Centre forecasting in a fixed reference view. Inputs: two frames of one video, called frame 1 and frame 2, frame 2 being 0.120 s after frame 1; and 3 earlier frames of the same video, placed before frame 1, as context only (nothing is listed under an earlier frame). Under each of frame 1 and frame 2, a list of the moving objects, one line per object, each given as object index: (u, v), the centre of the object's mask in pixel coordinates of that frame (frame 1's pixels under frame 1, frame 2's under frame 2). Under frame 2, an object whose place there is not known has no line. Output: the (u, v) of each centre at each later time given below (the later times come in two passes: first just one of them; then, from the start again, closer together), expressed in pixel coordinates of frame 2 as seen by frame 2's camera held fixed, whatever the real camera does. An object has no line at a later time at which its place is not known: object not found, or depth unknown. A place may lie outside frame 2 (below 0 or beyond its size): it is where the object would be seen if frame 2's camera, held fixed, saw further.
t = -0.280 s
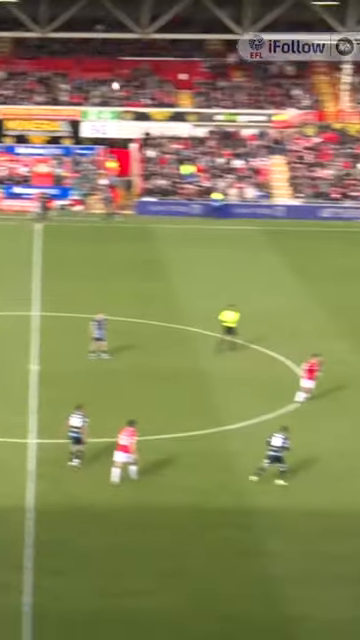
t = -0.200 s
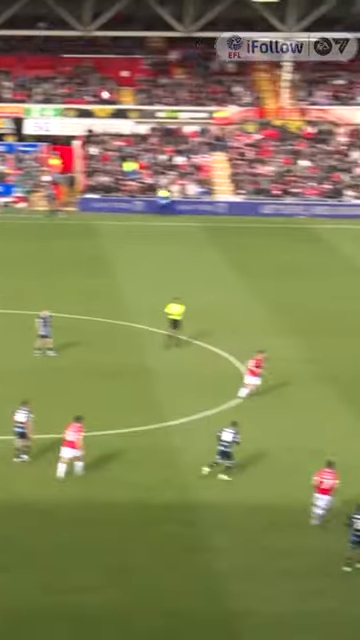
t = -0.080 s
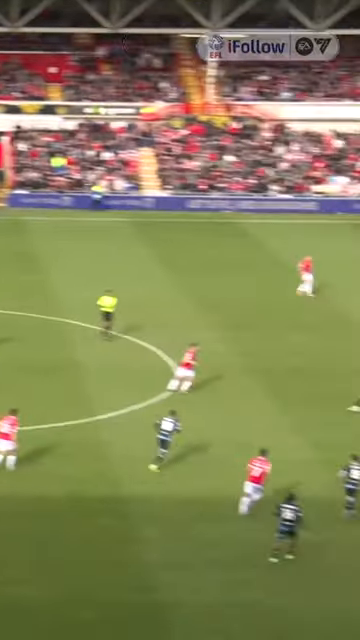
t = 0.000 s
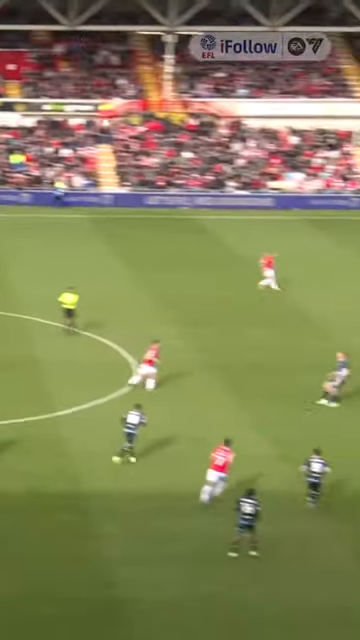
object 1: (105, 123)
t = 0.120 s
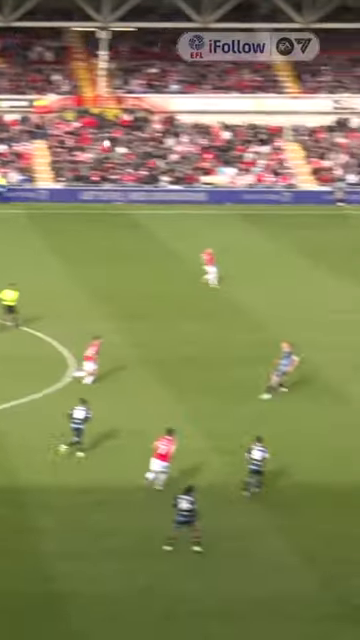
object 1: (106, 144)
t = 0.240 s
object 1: (171, 171)
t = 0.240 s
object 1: (171, 171)
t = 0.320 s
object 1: (213, 191)
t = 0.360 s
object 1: (234, 201)
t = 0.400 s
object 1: (254, 212)
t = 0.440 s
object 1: (274, 222)
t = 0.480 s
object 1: (294, 234)
